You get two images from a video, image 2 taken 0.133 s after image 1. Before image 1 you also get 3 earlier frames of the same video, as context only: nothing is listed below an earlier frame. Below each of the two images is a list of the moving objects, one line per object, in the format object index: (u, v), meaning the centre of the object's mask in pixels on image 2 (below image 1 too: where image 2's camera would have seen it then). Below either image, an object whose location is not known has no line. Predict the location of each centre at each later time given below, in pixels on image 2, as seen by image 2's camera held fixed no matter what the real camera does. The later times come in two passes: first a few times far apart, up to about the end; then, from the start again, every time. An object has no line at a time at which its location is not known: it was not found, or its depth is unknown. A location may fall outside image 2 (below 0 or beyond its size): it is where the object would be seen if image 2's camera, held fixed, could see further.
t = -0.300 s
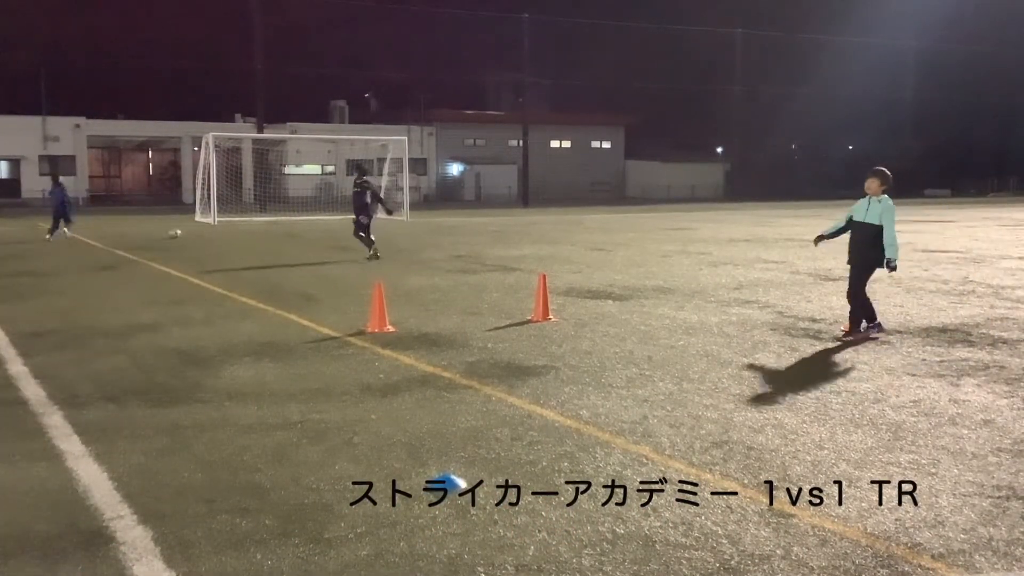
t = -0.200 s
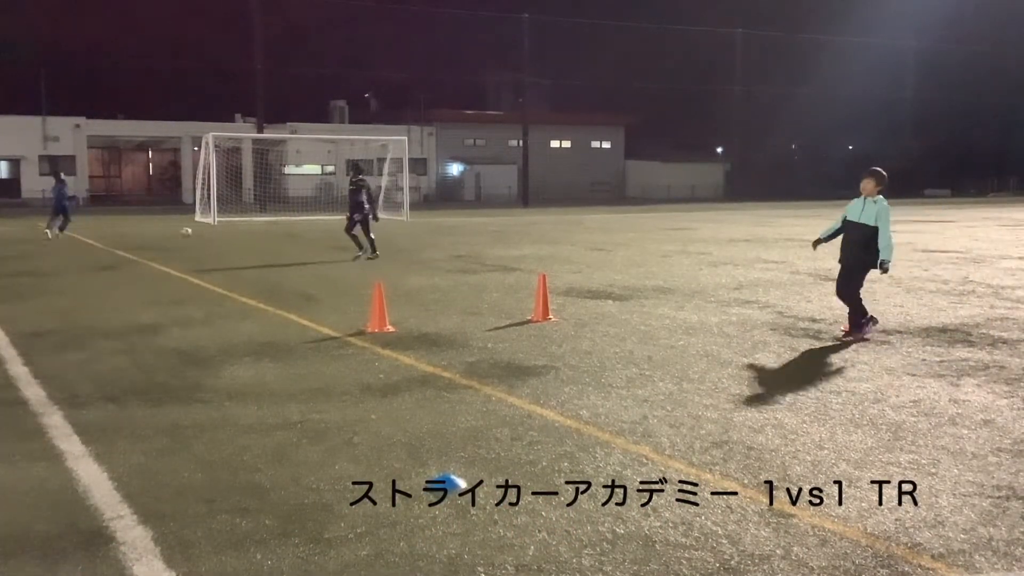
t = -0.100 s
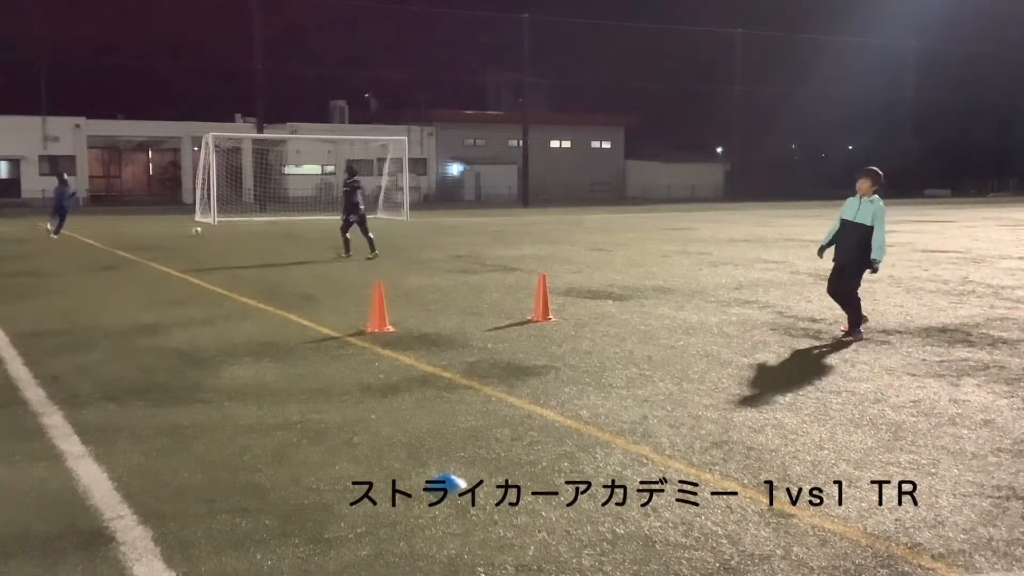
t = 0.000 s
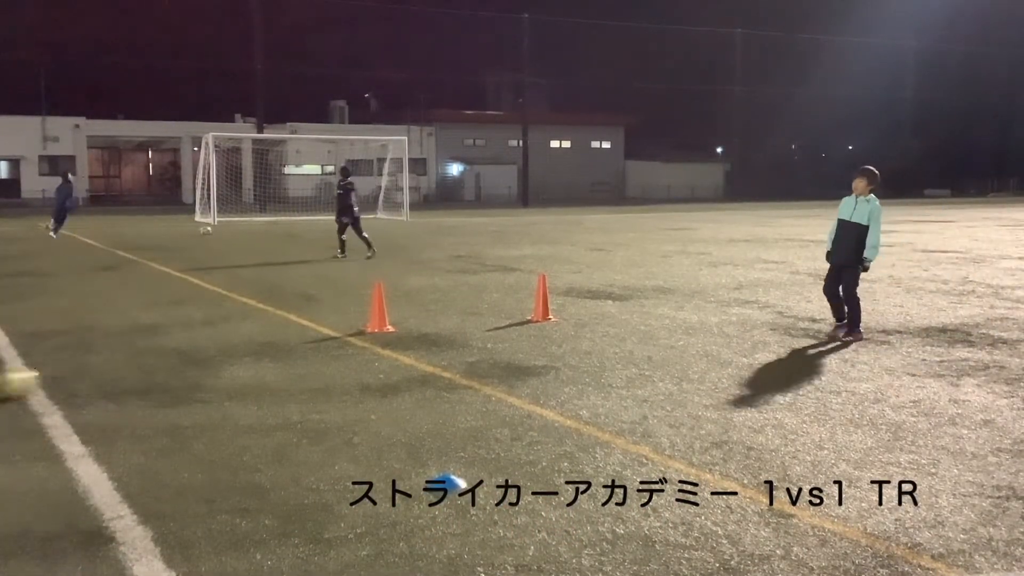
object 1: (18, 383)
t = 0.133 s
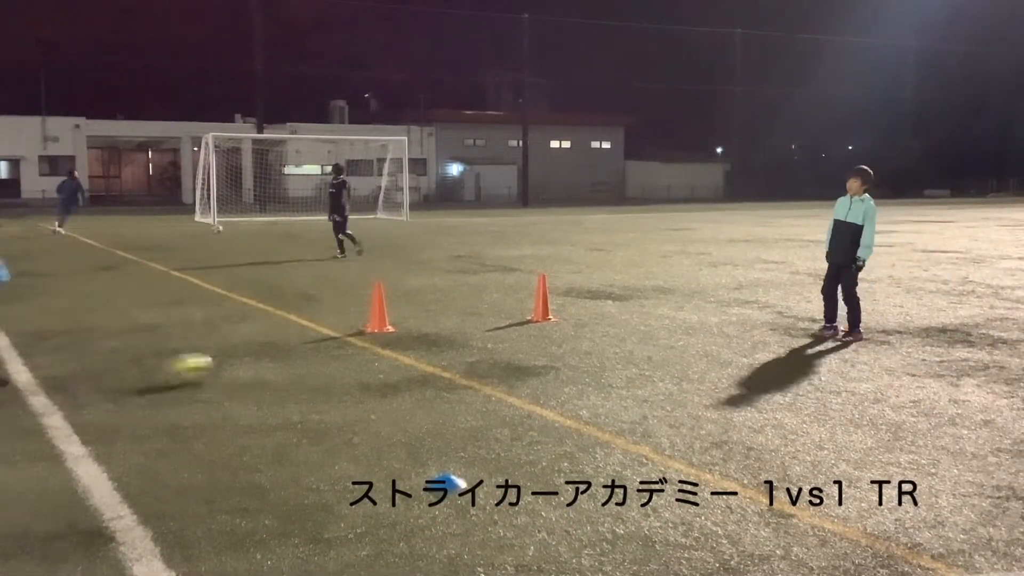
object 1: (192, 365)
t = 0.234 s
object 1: (297, 357)
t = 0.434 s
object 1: (461, 343)
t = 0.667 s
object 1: (595, 333)
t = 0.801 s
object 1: (654, 330)
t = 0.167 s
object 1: (227, 363)
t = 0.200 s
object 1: (263, 361)
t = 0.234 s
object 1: (297, 357)
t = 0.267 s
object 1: (328, 355)
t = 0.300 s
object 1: (360, 354)
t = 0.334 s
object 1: (386, 350)
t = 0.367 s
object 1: (414, 350)
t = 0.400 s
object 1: (436, 346)
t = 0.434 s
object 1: (461, 343)
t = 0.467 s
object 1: (484, 343)
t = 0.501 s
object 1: (507, 340)
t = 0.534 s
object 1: (523, 339)
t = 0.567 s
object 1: (543, 337)
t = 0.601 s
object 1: (560, 337)
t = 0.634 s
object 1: (577, 336)
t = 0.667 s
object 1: (595, 333)
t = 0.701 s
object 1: (611, 333)
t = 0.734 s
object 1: (624, 332)
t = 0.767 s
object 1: (642, 332)
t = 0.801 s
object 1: (654, 330)
